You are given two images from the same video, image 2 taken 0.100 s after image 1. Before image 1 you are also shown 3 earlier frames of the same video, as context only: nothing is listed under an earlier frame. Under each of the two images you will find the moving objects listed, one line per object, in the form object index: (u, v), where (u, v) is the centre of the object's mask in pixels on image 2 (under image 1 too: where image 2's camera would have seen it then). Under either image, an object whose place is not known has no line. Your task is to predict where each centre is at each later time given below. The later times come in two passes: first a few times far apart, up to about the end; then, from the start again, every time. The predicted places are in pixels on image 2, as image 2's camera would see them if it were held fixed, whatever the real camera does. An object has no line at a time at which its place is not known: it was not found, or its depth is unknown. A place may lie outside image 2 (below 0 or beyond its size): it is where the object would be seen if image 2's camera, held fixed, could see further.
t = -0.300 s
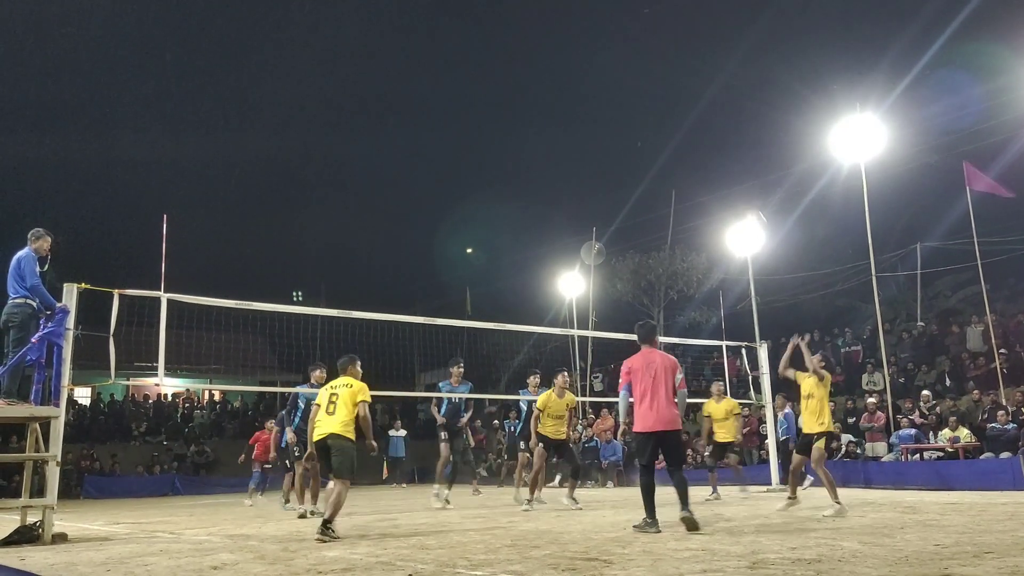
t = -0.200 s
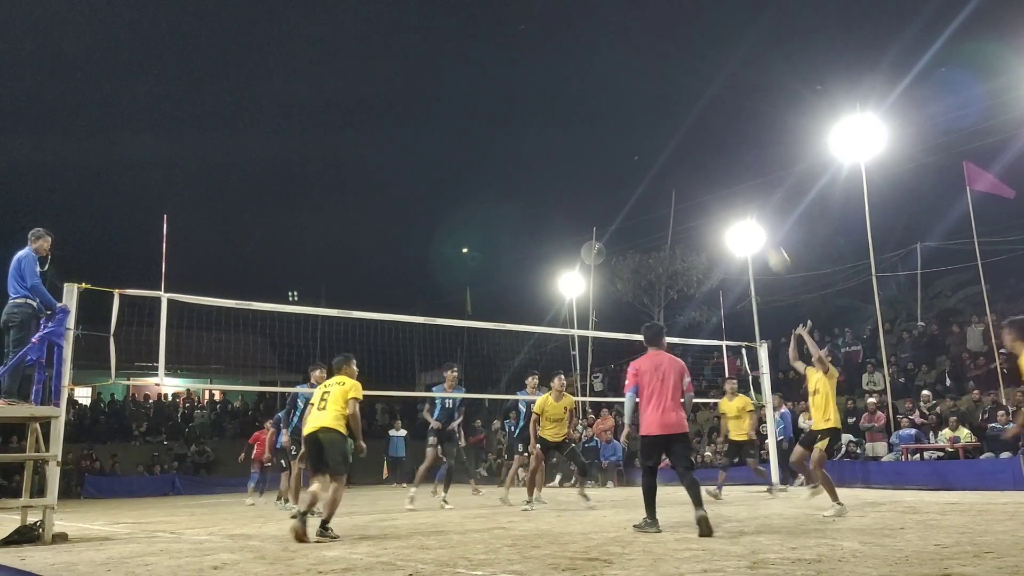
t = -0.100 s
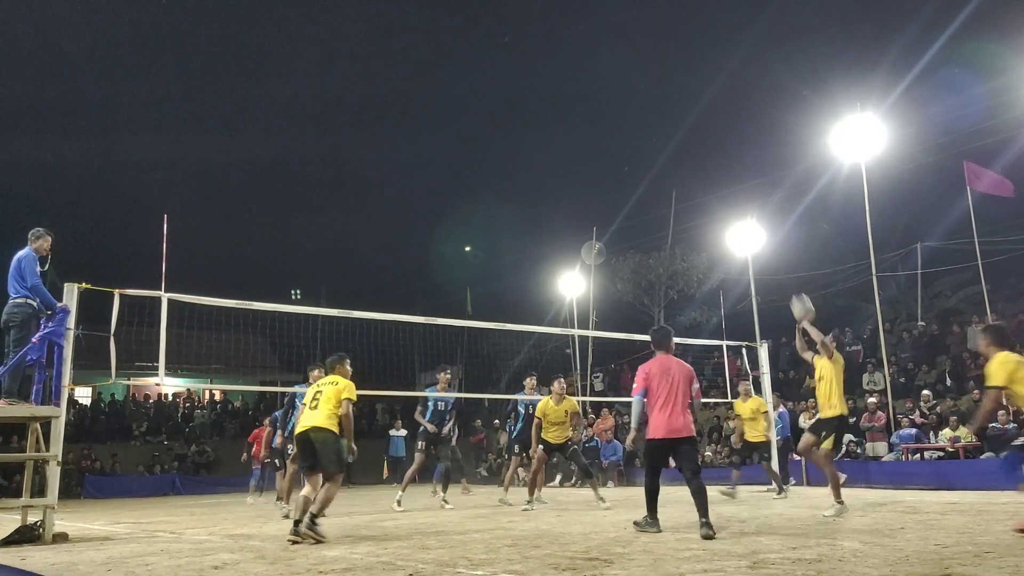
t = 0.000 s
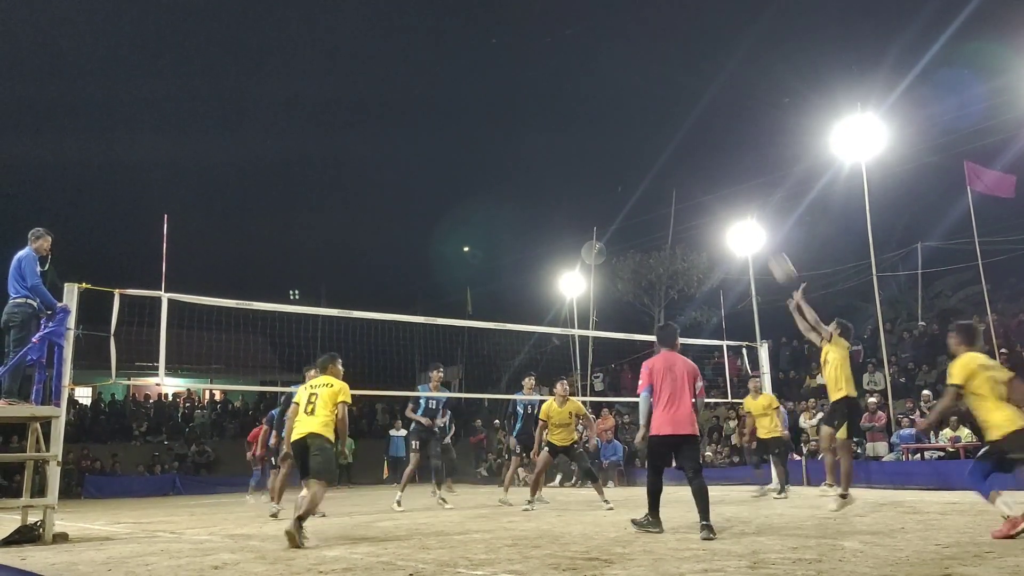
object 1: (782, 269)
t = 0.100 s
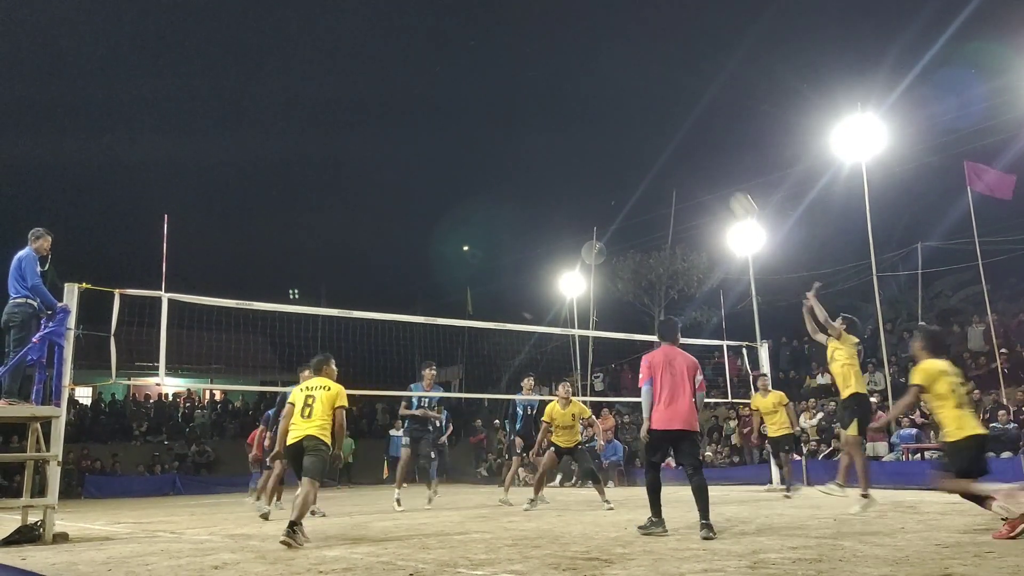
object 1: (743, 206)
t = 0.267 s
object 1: (683, 129)
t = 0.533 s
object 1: (598, 63)
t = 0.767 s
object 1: (531, 57)
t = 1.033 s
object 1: (463, 107)
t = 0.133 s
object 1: (730, 189)
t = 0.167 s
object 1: (719, 172)
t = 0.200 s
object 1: (707, 157)
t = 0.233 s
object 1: (695, 142)
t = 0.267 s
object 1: (683, 129)
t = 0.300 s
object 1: (671, 117)
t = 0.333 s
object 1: (661, 106)
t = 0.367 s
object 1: (650, 97)
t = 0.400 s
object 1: (639, 88)
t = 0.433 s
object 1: (628, 80)
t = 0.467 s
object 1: (618, 74)
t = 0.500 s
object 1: (608, 68)
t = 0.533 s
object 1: (598, 63)
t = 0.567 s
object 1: (588, 60)
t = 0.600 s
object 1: (578, 57)
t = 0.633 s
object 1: (568, 55)
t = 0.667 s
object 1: (559, 54)
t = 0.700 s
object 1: (550, 54)
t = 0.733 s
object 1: (541, 55)
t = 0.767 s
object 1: (531, 57)
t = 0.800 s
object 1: (522, 60)
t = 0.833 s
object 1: (514, 64)
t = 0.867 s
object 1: (505, 69)
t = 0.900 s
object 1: (496, 74)
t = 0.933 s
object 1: (488, 81)
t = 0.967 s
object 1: (479, 88)
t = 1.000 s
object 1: (471, 97)
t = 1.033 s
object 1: (463, 107)
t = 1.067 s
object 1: (455, 117)
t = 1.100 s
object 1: (446, 128)
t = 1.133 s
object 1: (439, 141)
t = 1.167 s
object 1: (431, 154)
